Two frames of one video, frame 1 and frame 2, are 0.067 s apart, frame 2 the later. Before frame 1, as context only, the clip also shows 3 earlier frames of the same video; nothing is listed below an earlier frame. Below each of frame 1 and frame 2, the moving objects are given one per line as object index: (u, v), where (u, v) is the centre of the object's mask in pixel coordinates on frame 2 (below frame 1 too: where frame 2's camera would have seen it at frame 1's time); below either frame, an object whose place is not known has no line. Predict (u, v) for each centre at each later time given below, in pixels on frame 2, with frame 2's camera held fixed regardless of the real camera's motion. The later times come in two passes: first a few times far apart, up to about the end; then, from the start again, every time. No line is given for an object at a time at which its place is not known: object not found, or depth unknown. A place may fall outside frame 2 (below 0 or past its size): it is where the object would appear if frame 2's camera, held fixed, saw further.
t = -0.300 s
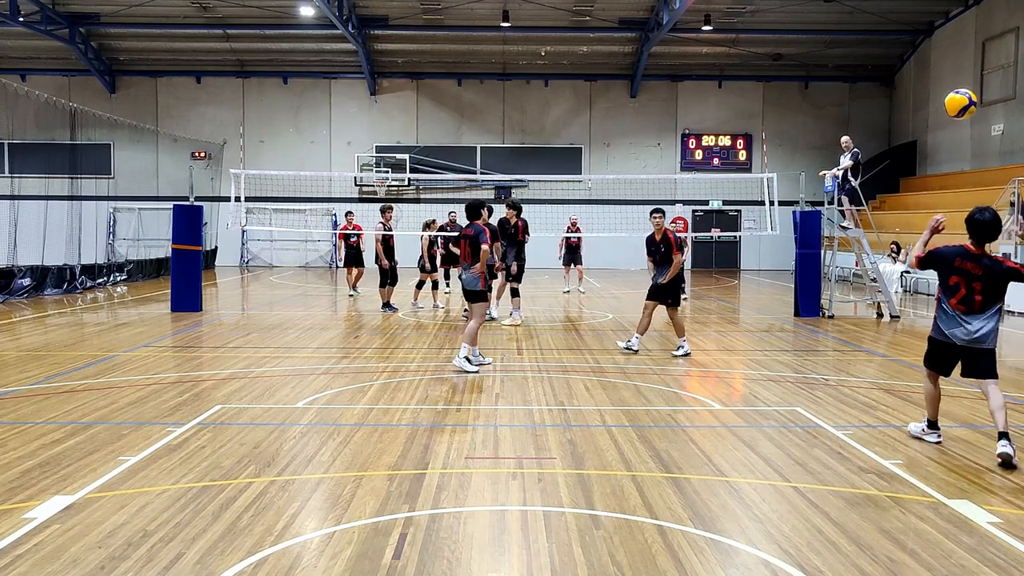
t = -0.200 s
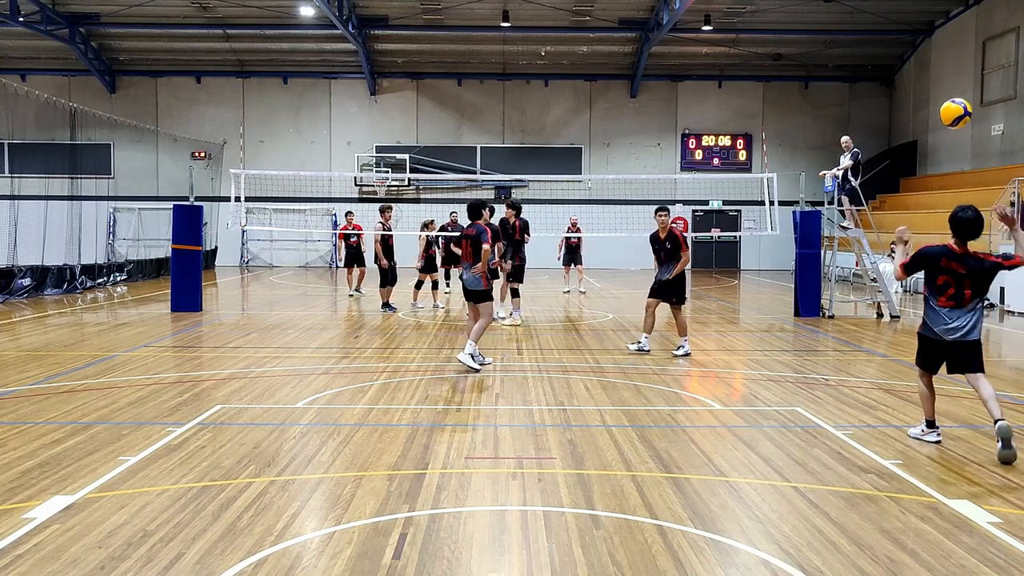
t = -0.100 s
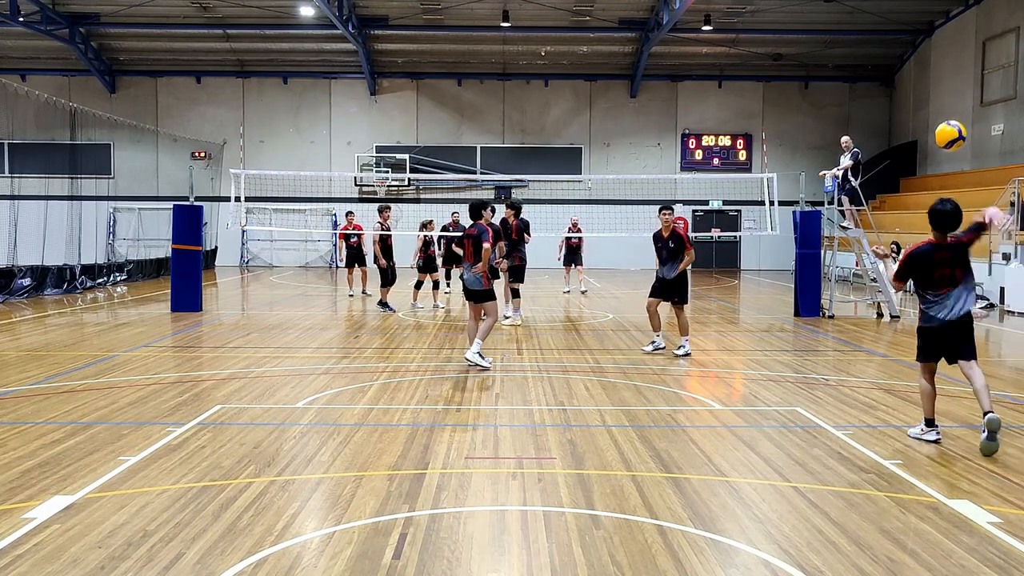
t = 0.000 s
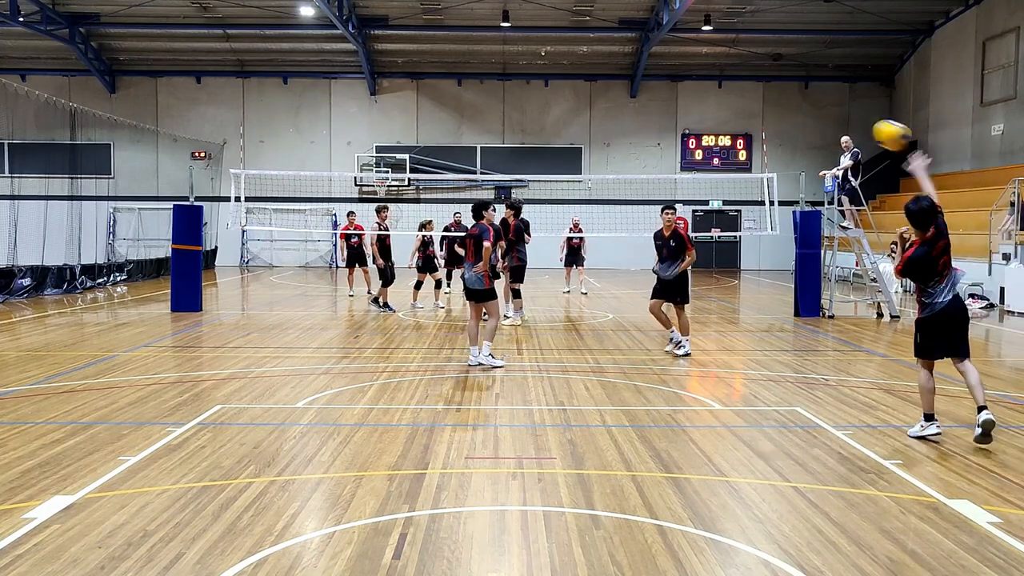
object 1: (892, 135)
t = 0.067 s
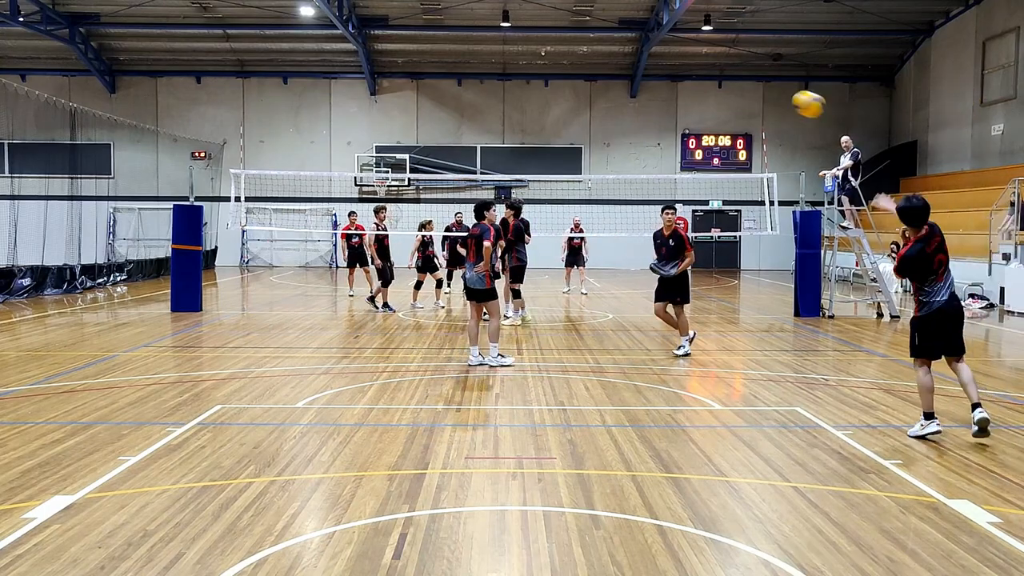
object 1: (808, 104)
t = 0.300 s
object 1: (619, 59)
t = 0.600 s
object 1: (487, 76)
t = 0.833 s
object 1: (425, 116)
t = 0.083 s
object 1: (791, 97)
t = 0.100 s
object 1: (773, 92)
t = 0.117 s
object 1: (757, 87)
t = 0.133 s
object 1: (741, 82)
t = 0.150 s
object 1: (727, 78)
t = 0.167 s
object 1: (713, 76)
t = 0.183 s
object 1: (698, 72)
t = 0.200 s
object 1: (685, 69)
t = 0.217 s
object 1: (673, 67)
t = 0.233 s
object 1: (662, 65)
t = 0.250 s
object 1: (650, 63)
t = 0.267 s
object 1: (639, 62)
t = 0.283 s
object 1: (629, 61)
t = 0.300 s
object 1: (619, 59)
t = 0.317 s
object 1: (609, 59)
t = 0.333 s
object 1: (599, 58)
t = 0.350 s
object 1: (590, 58)
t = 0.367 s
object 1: (582, 57)
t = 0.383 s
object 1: (573, 58)
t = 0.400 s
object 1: (565, 58)
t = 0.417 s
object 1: (557, 58)
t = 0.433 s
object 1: (550, 59)
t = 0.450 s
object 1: (543, 59)
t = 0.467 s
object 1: (536, 60)
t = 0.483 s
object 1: (529, 62)
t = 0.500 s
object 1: (523, 63)
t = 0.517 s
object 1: (516, 65)
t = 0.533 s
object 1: (510, 67)
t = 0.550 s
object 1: (504, 69)
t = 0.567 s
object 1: (498, 71)
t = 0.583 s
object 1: (493, 73)
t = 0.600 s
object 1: (487, 76)
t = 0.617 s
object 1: (481, 78)
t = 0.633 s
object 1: (476, 81)
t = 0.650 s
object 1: (471, 83)
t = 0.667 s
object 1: (466, 86)
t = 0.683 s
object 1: (462, 89)
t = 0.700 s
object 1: (457, 91)
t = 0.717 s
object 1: (452, 94)
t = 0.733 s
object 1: (448, 97)
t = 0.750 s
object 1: (444, 100)
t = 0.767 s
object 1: (440, 103)
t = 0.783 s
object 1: (436, 106)
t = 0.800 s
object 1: (432, 109)
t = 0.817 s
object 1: (428, 112)
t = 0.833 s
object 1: (425, 116)
